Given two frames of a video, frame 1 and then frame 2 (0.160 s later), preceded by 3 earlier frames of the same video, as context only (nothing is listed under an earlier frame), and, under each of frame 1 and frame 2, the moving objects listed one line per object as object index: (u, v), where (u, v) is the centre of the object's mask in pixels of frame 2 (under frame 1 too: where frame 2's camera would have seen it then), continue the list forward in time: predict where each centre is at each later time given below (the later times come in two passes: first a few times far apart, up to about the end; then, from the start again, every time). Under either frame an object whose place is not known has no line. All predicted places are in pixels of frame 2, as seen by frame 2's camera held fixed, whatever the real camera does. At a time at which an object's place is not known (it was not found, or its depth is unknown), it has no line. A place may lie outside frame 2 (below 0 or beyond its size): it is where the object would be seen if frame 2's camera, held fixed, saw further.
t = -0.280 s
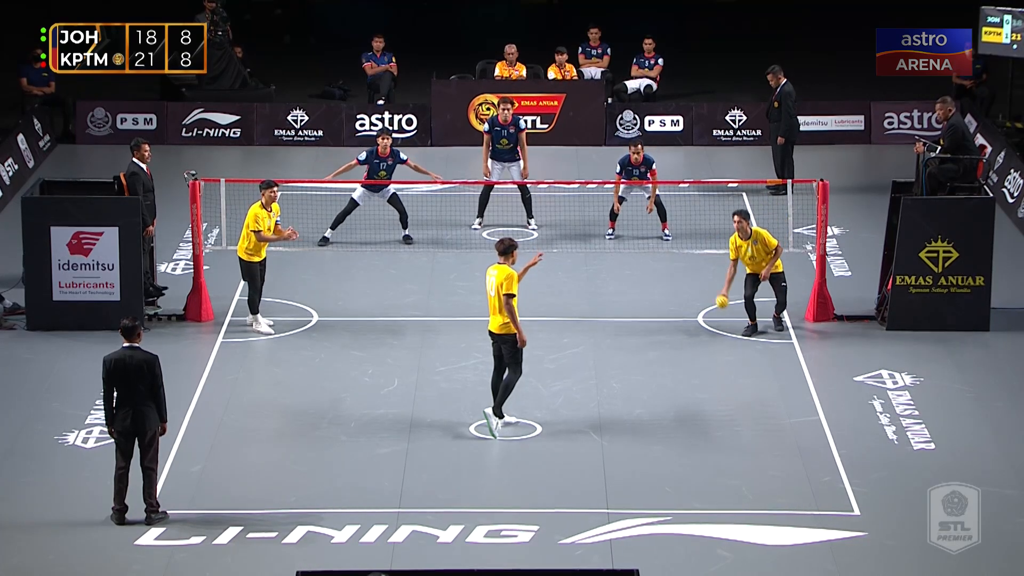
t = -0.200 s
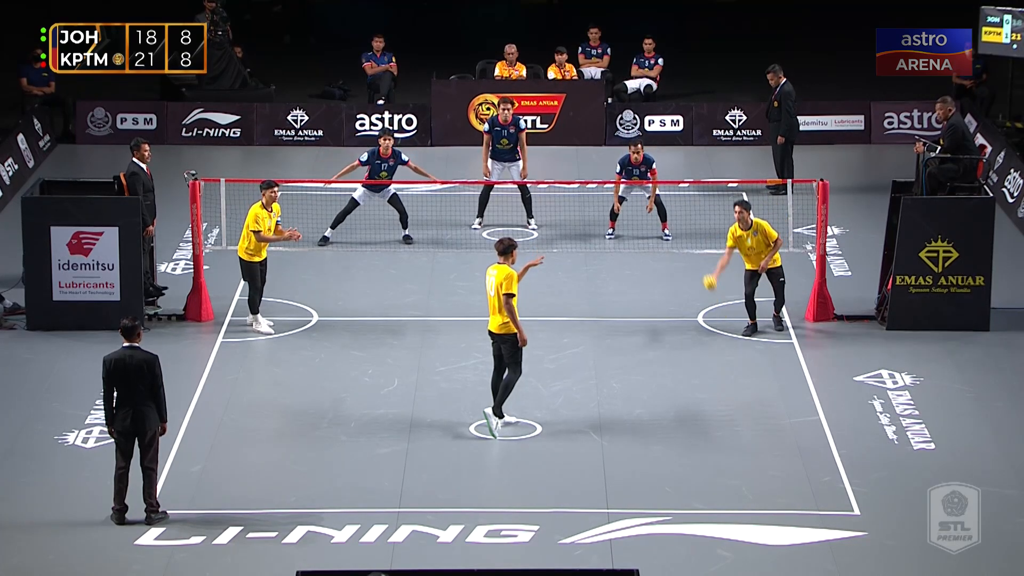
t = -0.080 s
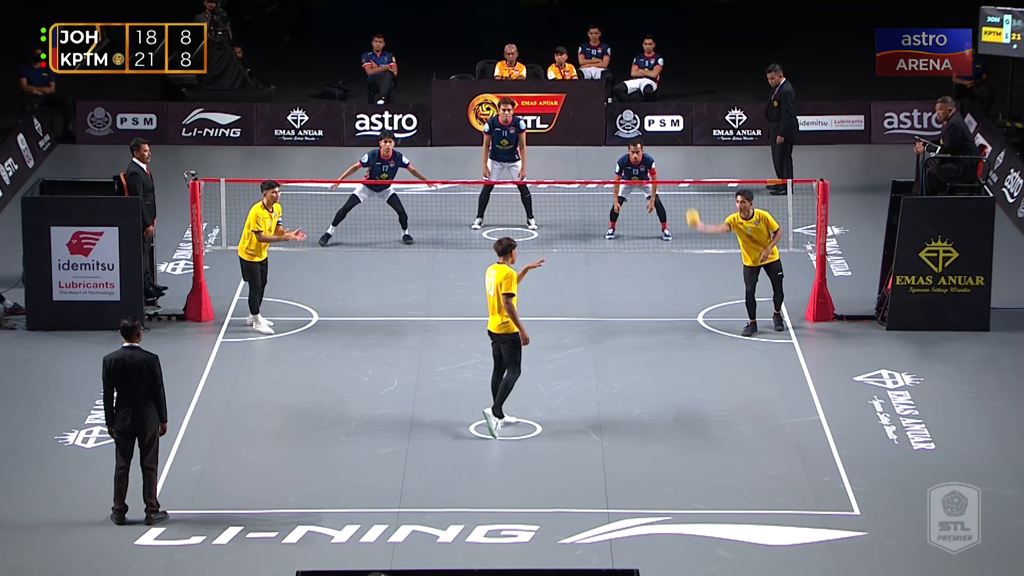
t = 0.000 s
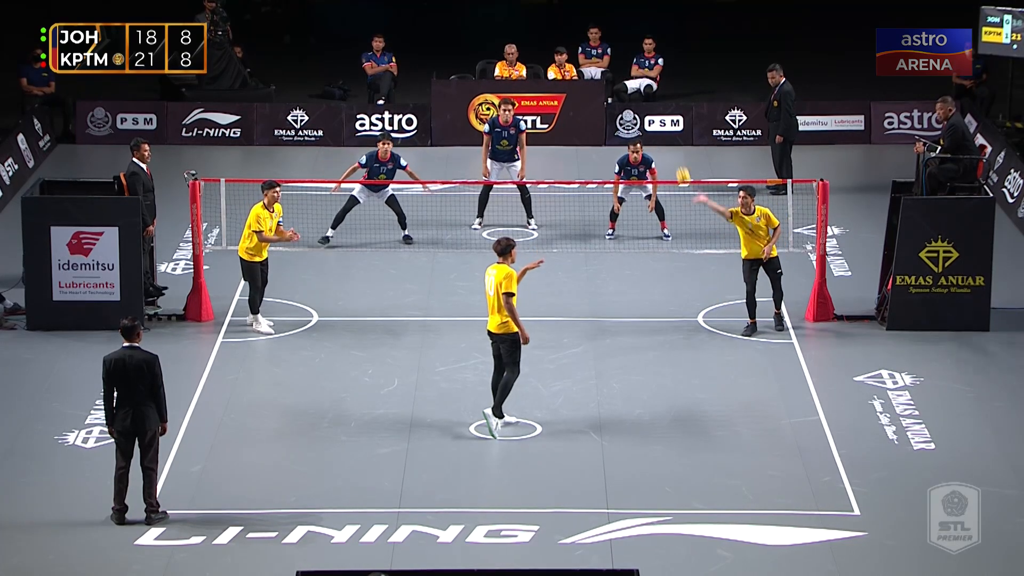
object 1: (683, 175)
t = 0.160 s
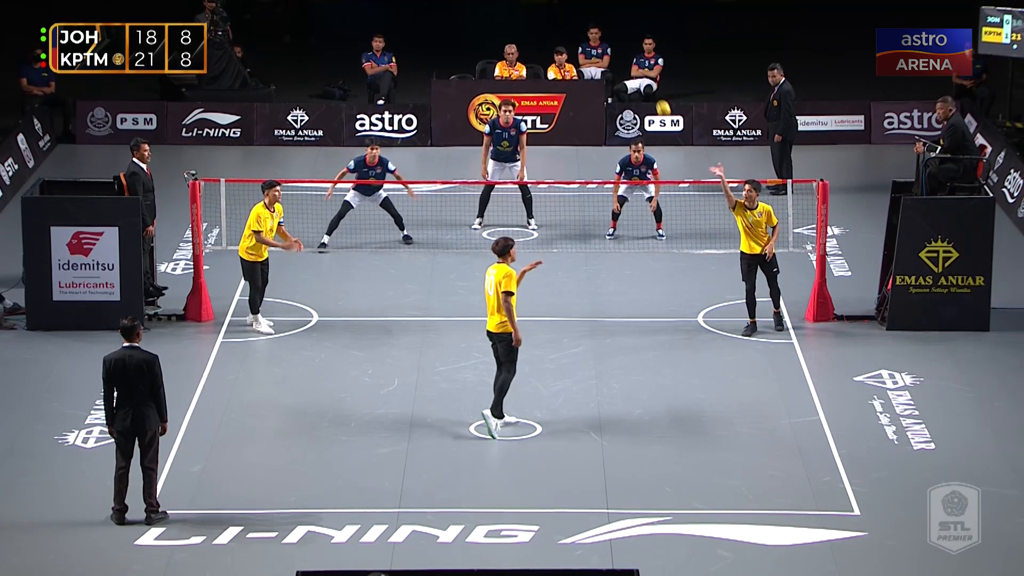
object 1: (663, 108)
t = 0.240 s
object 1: (653, 85)
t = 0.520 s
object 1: (616, 45)
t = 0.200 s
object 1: (658, 96)
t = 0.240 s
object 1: (653, 85)
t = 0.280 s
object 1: (648, 73)
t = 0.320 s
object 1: (643, 65)
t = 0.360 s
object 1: (637, 58)
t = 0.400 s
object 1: (632, 52)
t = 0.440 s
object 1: (627, 49)
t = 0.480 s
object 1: (621, 46)
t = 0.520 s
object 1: (616, 45)
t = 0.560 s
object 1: (611, 46)
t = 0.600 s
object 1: (605, 48)
